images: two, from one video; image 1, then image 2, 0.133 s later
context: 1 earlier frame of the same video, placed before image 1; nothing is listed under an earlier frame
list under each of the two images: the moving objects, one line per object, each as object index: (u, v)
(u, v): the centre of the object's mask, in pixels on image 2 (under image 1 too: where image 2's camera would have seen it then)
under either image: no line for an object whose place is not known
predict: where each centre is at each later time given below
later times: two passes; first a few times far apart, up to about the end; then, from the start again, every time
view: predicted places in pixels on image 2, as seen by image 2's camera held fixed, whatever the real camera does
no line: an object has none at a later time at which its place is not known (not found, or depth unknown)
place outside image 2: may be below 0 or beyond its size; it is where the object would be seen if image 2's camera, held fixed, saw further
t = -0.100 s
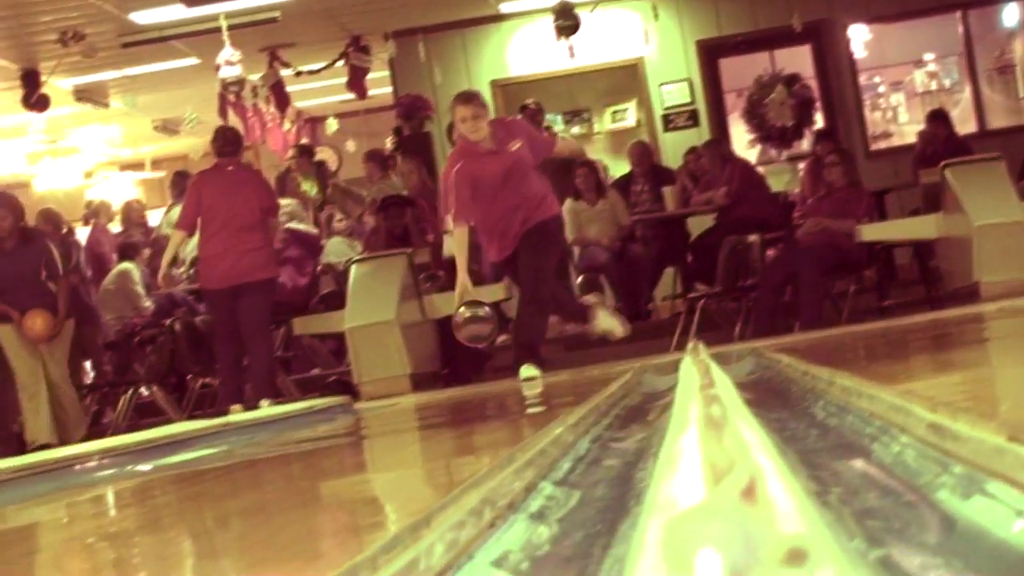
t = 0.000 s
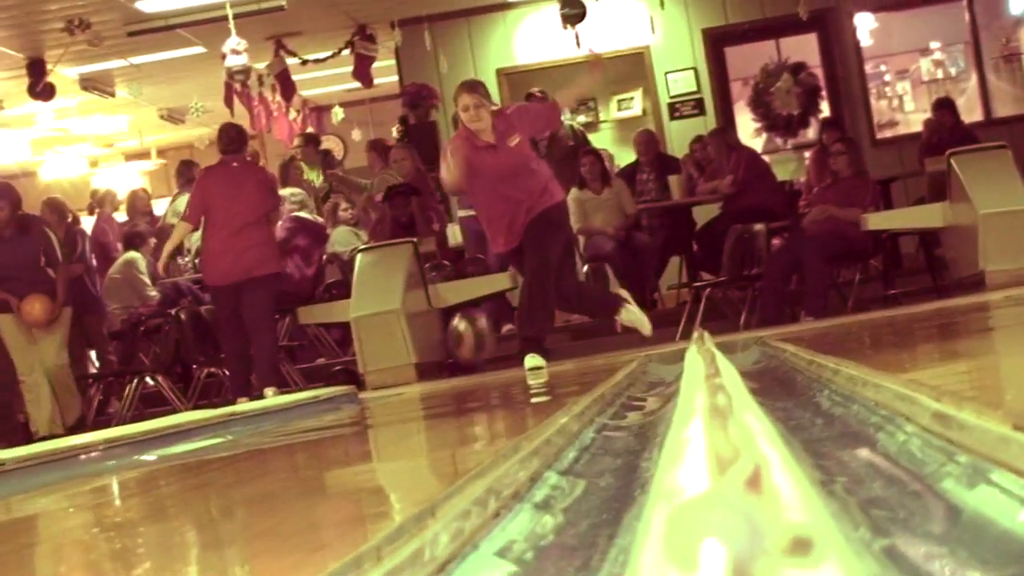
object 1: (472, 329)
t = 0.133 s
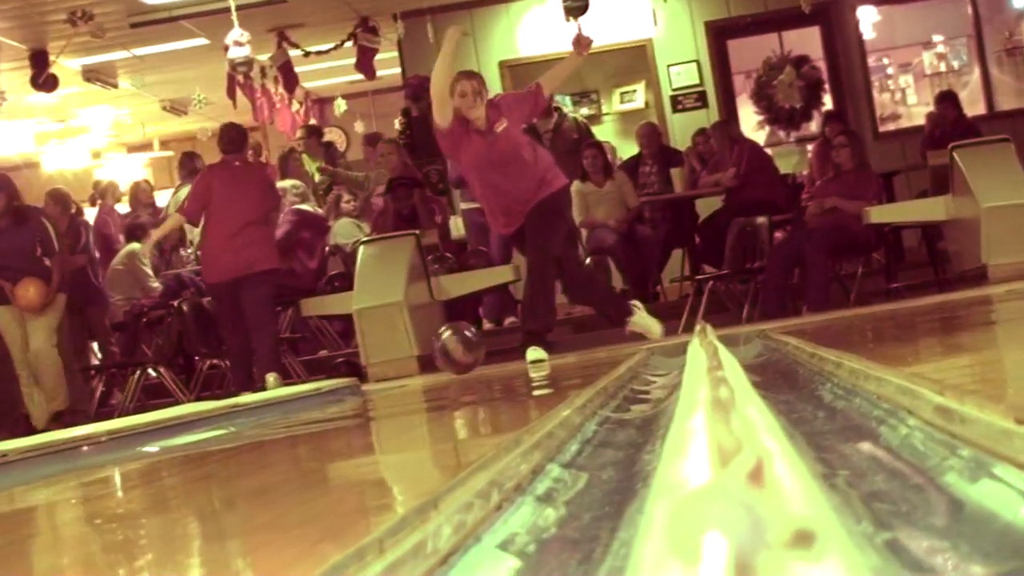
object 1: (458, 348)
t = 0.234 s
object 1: (443, 356)
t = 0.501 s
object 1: (392, 365)
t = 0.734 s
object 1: (325, 376)
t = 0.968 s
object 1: (224, 391)
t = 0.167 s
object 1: (453, 351)
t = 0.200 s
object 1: (449, 355)
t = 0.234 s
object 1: (443, 356)
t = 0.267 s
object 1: (437, 358)
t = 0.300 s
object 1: (430, 359)
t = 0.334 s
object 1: (425, 360)
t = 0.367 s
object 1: (419, 360)
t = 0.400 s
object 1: (412, 361)
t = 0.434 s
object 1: (406, 362)
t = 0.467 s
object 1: (399, 363)
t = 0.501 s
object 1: (392, 365)
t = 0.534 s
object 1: (384, 366)
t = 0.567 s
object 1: (375, 368)
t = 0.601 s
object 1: (366, 369)
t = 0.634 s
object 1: (357, 371)
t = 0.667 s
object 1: (347, 373)
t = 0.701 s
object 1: (336, 374)
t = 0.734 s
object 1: (325, 376)
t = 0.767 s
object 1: (314, 379)
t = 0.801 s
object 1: (301, 380)
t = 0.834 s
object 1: (288, 383)
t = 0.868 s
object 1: (274, 385)
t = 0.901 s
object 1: (259, 387)
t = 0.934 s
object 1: (241, 388)
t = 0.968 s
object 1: (224, 391)
